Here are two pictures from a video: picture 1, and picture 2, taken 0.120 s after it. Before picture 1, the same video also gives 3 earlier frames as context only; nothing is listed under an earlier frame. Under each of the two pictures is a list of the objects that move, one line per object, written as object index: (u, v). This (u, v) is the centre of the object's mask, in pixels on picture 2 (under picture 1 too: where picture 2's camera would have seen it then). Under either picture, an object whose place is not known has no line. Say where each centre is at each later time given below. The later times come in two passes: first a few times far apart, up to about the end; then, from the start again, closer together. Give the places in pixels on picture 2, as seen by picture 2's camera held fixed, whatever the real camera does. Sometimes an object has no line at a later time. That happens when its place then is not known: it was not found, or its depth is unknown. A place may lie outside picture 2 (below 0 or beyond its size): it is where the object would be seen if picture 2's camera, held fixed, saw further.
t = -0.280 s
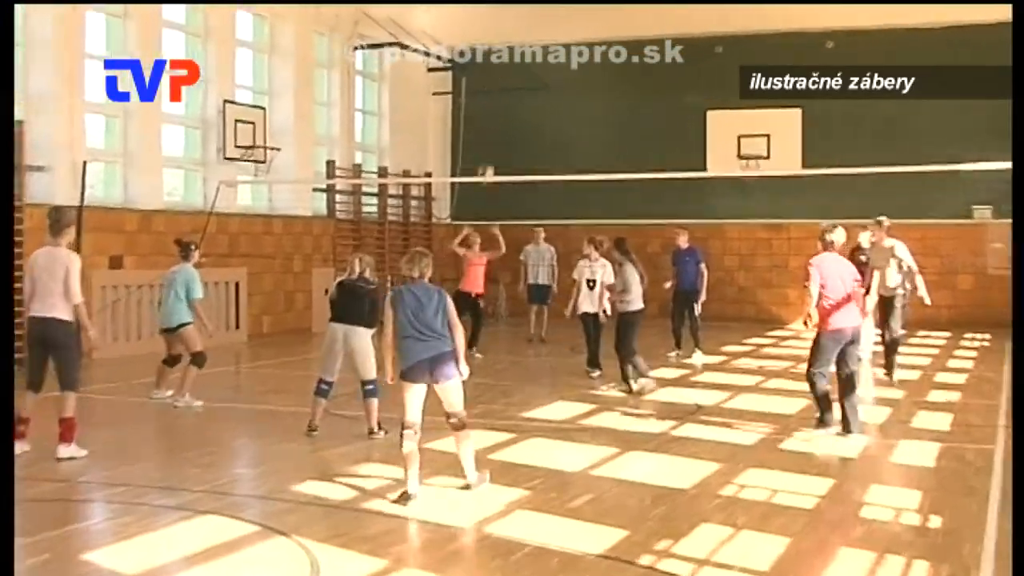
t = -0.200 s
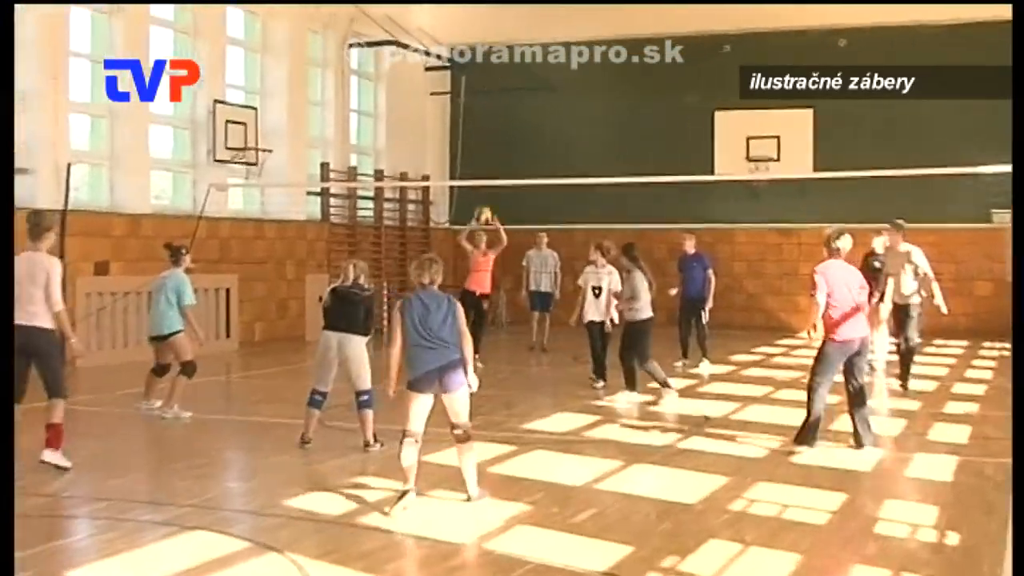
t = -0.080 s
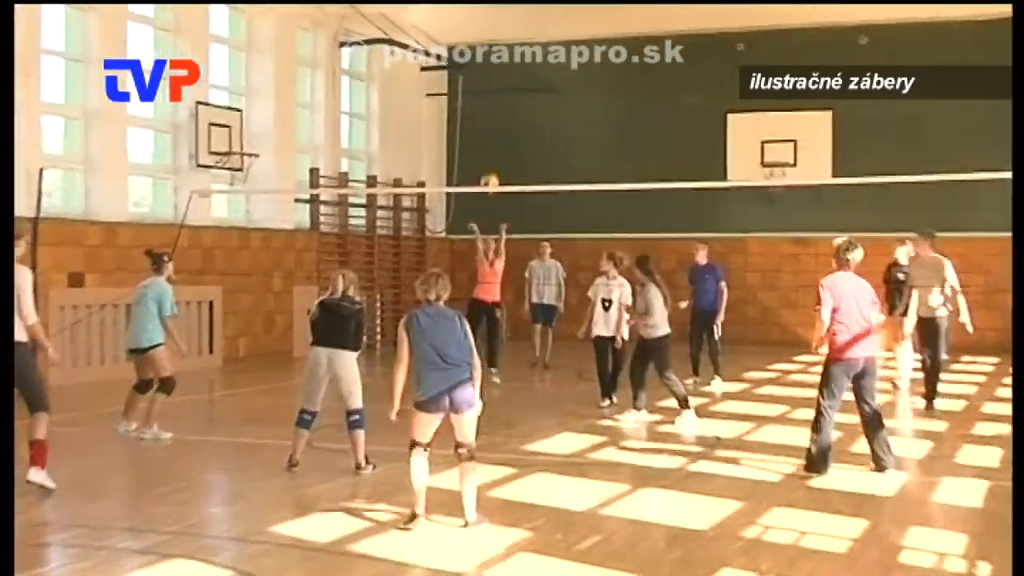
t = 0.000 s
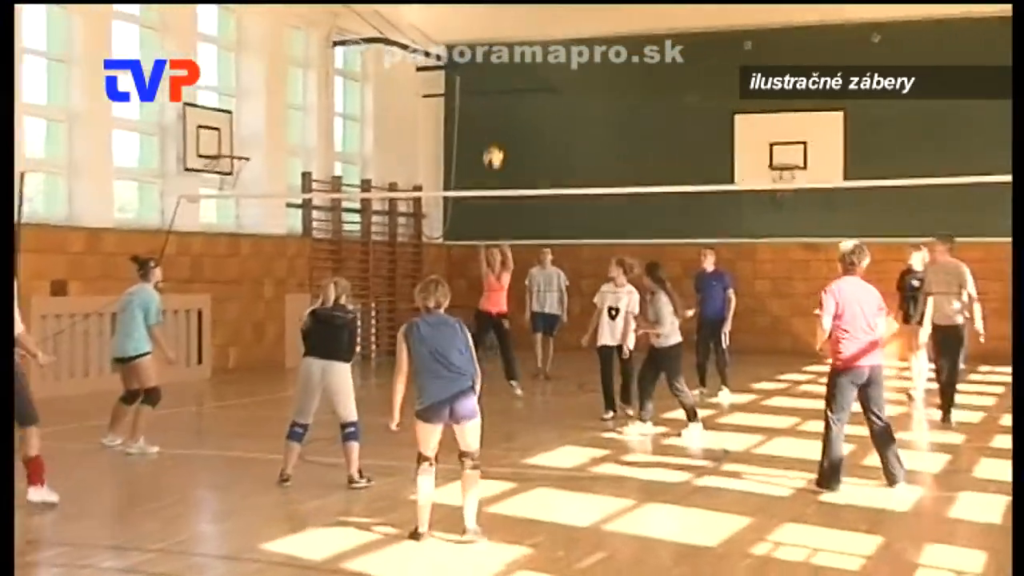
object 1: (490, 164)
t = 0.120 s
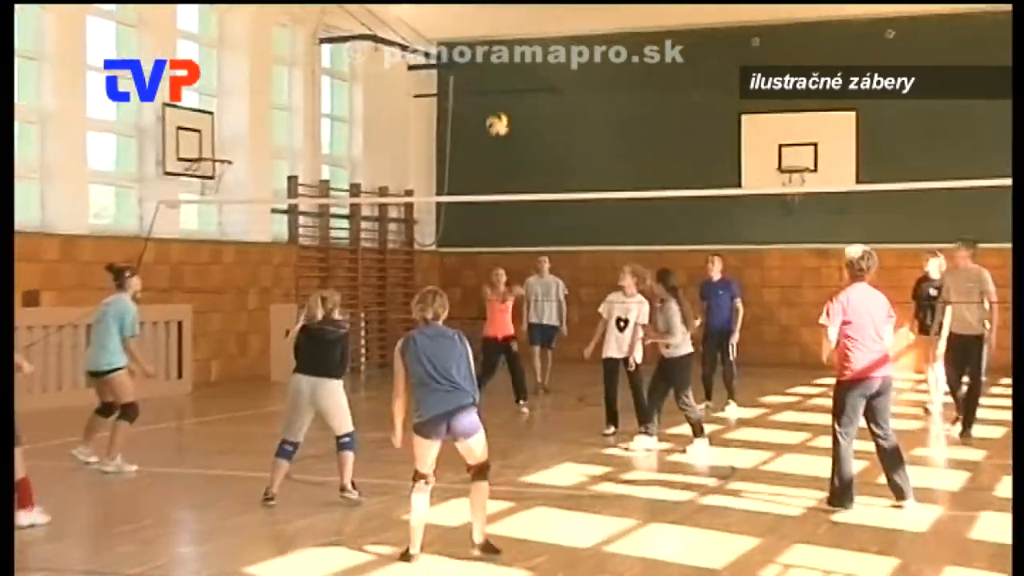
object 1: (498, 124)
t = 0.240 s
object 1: (507, 96)
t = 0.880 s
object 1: (573, 282)
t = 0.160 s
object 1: (501, 114)
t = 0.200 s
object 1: (503, 105)
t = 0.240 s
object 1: (507, 96)
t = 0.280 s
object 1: (510, 89)
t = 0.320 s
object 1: (513, 84)
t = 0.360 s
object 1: (516, 82)
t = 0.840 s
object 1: (565, 248)
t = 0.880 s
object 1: (573, 282)
